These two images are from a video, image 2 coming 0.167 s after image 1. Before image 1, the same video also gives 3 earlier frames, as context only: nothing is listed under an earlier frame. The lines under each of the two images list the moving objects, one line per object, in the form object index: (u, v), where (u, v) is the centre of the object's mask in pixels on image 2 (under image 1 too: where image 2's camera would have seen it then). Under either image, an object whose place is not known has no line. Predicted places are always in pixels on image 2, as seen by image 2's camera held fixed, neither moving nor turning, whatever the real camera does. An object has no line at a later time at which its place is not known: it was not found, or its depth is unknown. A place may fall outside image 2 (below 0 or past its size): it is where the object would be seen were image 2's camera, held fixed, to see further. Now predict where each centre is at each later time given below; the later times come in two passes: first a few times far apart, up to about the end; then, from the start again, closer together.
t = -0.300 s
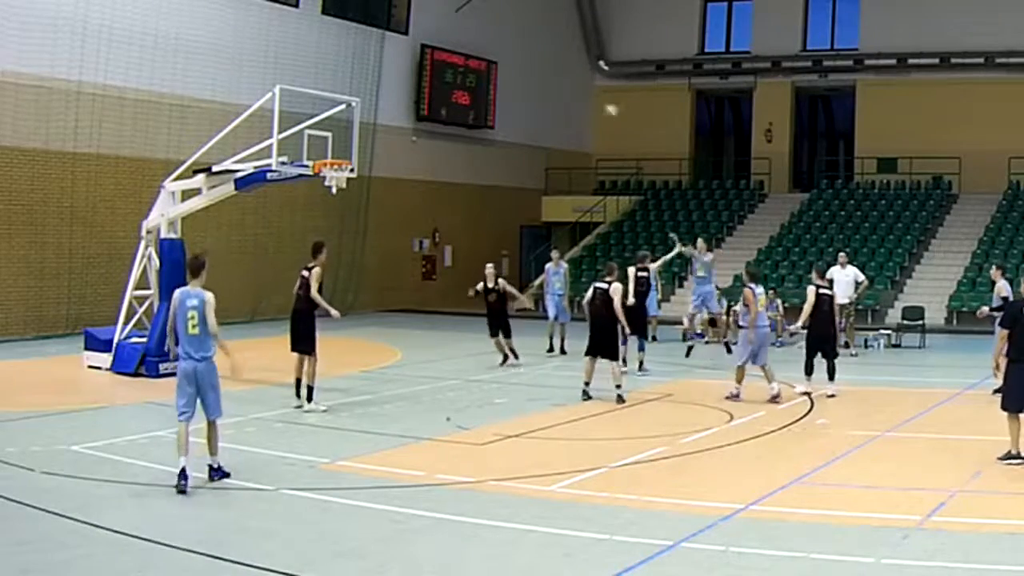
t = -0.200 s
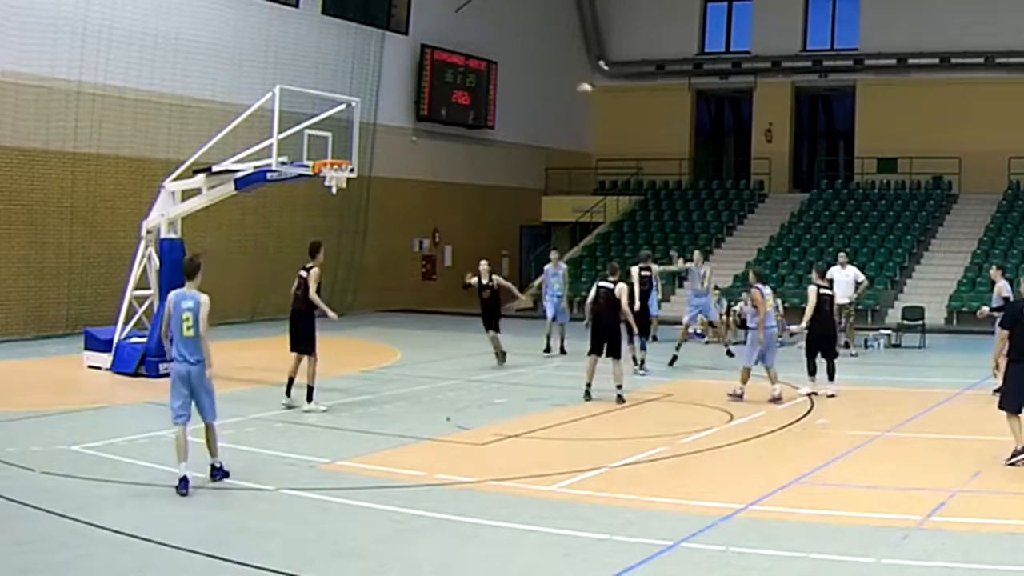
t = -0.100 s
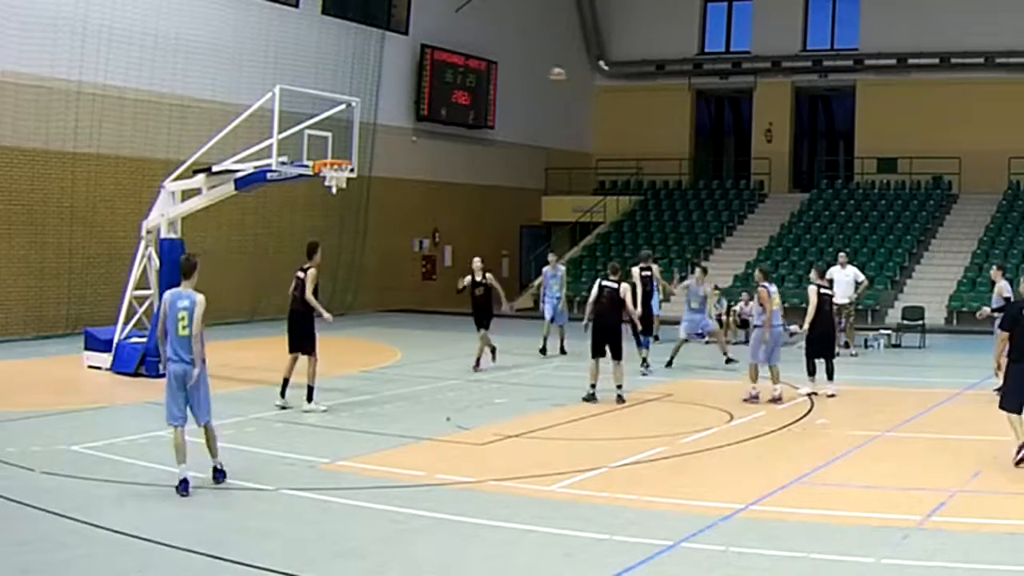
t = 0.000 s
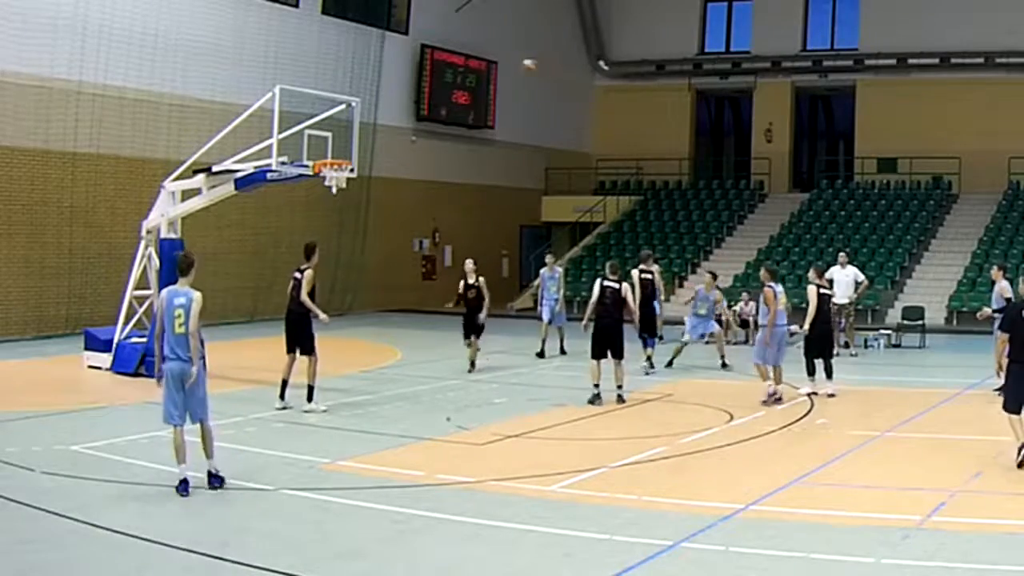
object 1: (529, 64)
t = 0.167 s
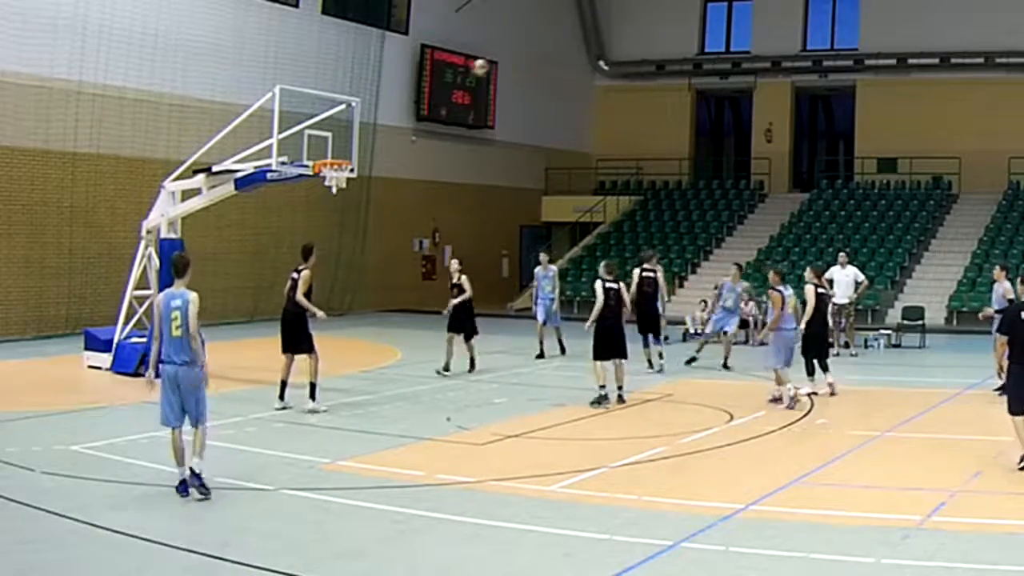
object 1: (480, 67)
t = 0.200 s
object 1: (470, 69)
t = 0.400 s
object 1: (409, 99)
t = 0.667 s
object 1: (354, 128)
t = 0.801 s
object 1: (360, 94)
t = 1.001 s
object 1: (366, 69)
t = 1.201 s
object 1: (369, 72)
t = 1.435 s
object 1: (373, 116)
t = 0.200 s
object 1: (470, 69)
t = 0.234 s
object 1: (460, 71)
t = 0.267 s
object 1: (450, 77)
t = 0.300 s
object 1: (440, 82)
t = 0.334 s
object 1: (429, 87)
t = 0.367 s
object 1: (418, 93)
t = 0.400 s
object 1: (409, 99)
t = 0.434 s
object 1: (397, 109)
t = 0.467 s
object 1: (387, 118)
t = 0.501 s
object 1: (376, 127)
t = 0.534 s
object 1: (365, 135)
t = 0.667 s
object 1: (354, 128)
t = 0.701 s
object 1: (357, 116)
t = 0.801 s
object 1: (360, 94)
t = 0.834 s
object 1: (361, 88)
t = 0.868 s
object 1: (363, 83)
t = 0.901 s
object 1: (364, 77)
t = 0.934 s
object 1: (365, 74)
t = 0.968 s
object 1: (365, 71)
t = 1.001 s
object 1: (366, 69)
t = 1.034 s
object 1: (366, 68)
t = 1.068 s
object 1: (368, 68)
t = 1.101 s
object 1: (368, 68)
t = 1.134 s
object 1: (368, 68)
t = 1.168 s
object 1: (369, 70)
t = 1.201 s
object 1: (369, 72)
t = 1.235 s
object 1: (370, 77)
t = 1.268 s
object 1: (372, 81)
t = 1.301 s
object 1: (372, 86)
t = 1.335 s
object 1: (373, 92)
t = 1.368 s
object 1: (372, 99)
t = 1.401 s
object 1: (372, 106)
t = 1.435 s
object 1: (373, 116)
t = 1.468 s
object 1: (374, 124)
